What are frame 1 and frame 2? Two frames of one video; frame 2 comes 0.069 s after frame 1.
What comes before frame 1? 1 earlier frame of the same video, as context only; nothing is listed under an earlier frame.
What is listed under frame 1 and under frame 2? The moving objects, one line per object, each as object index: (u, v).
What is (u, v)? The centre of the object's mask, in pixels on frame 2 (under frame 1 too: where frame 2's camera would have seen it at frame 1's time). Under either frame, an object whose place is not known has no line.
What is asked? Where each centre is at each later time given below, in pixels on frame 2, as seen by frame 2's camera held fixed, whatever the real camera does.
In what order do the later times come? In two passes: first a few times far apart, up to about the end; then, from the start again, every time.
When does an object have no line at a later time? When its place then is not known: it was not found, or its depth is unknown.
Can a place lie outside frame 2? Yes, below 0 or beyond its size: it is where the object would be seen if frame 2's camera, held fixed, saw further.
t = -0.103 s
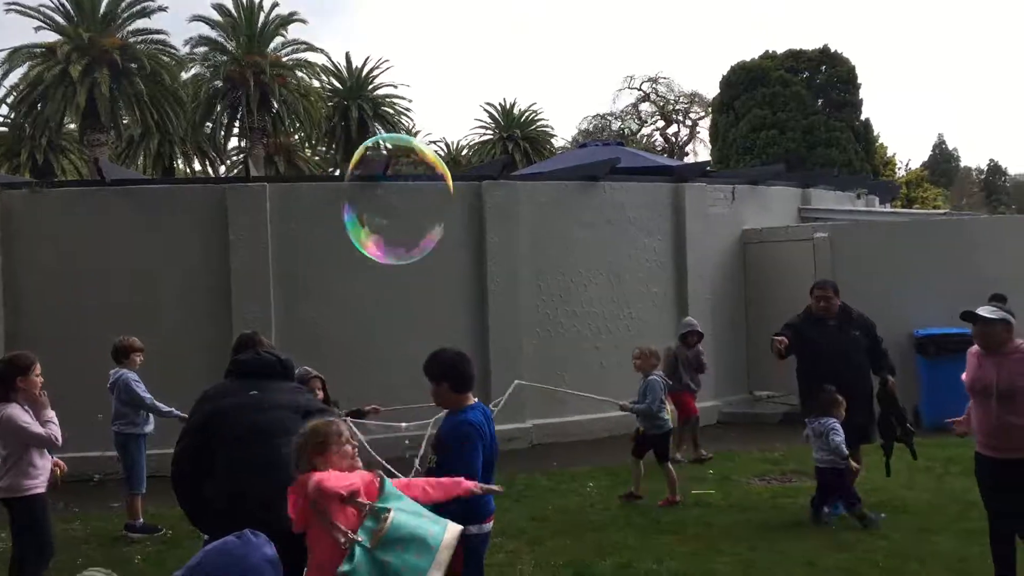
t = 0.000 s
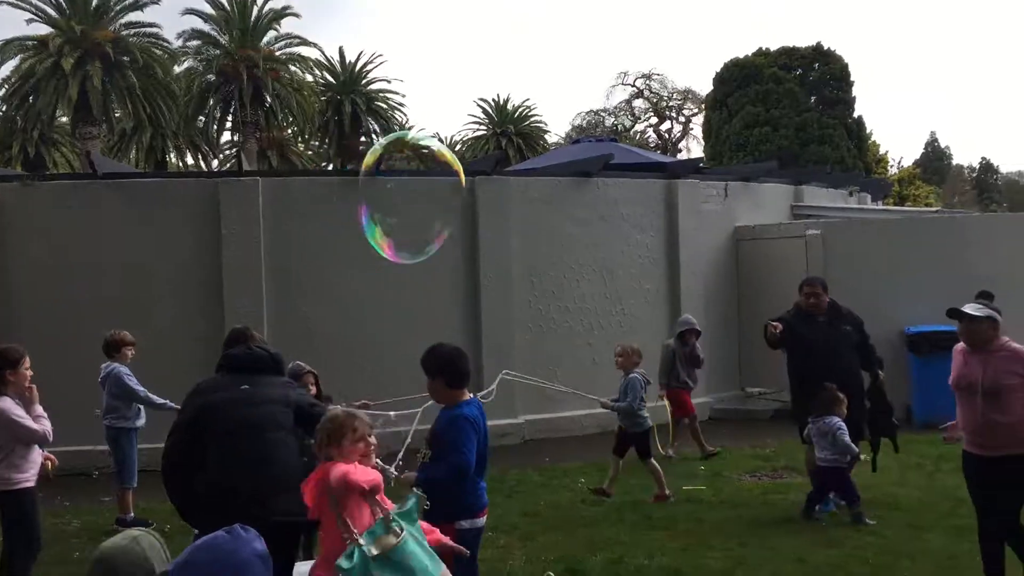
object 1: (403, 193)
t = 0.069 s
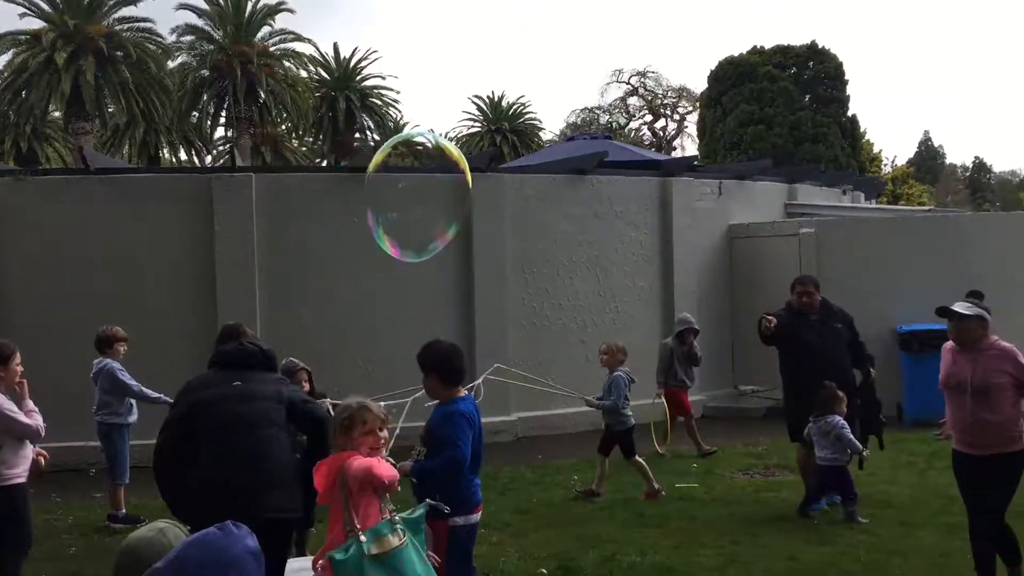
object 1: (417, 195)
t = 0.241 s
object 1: (448, 202)
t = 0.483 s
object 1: (490, 210)
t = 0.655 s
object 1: (523, 216)
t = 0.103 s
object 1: (422, 196)
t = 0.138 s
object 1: (427, 197)
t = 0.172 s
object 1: (435, 199)
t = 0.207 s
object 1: (441, 200)
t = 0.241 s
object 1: (448, 202)
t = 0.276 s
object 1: (453, 203)
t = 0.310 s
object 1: (459, 204)
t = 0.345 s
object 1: (465, 205)
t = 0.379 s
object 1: (472, 207)
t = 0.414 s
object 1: (478, 208)
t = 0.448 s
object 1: (484, 209)
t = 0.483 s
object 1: (490, 210)
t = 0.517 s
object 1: (497, 211)
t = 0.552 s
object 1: (503, 213)
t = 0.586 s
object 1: (510, 214)
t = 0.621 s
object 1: (517, 215)
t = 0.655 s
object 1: (523, 216)
